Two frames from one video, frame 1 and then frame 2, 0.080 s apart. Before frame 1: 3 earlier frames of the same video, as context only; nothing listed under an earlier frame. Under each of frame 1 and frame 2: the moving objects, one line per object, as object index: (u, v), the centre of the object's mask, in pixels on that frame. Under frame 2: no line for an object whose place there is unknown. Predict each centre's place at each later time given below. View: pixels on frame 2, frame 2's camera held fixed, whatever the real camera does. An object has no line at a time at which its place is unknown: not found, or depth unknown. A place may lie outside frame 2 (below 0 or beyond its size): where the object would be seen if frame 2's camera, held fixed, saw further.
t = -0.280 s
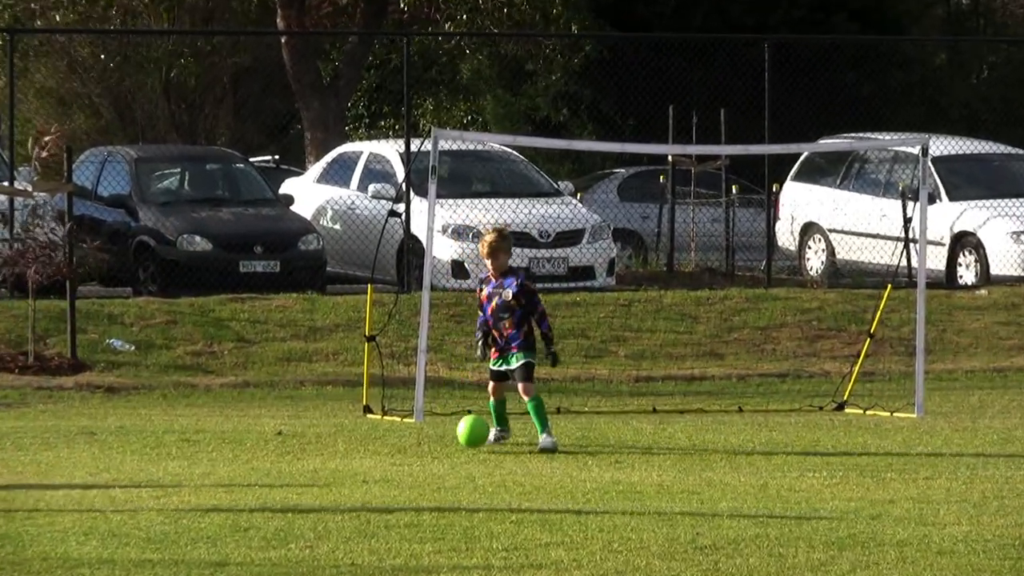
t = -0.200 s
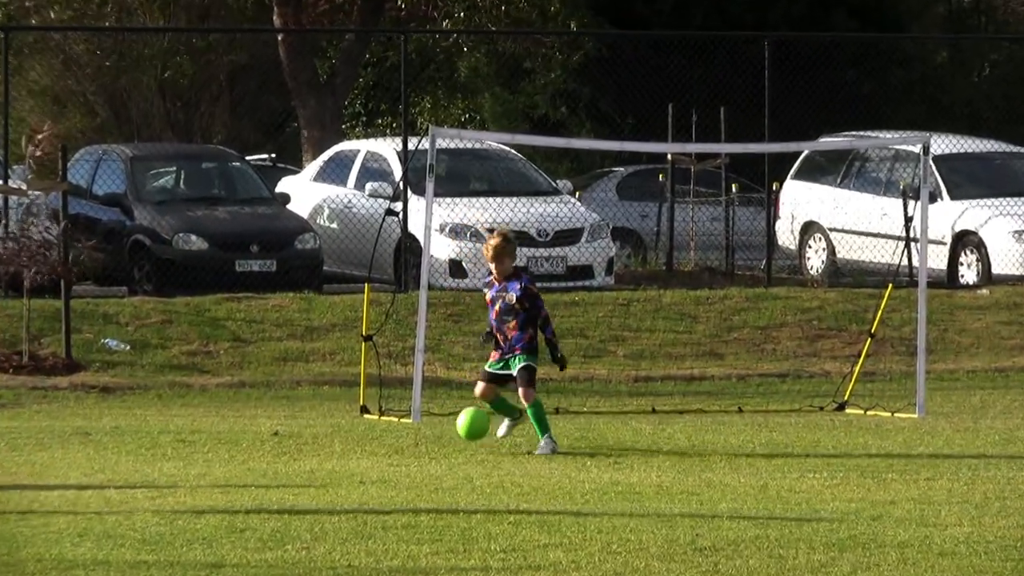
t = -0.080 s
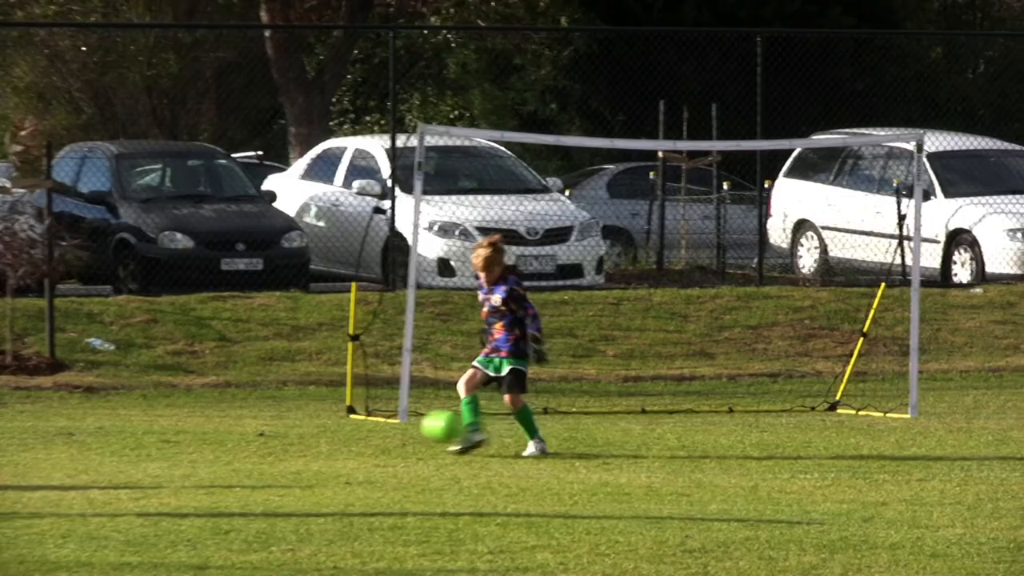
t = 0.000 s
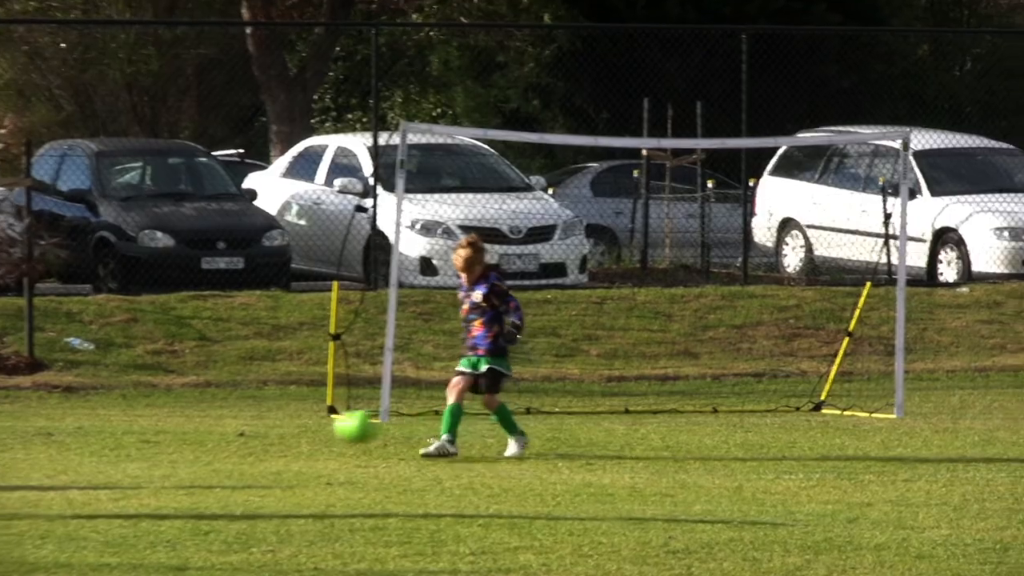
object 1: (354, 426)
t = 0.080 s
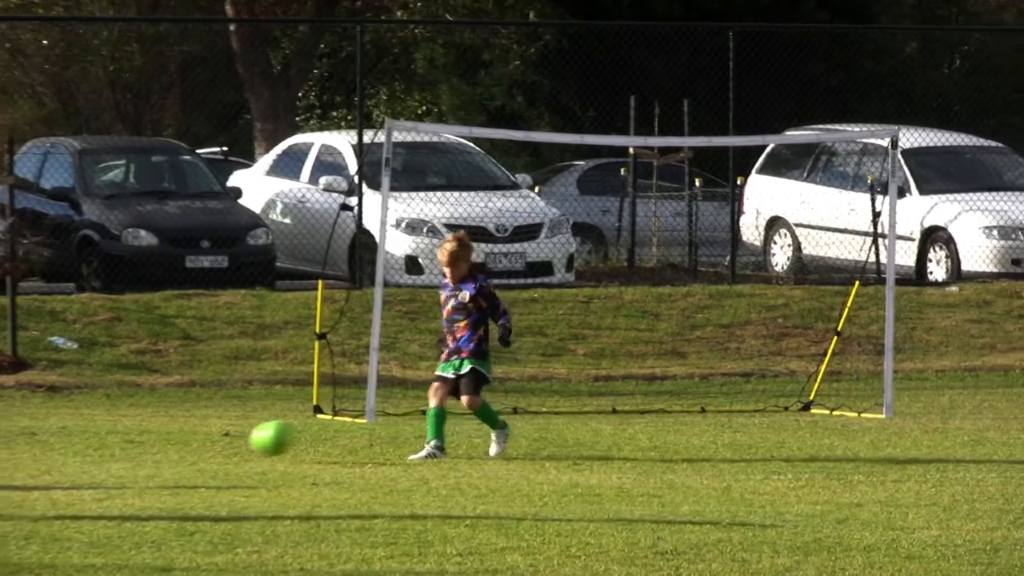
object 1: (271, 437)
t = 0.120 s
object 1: (237, 447)
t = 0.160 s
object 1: (214, 446)
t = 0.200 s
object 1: (192, 441)
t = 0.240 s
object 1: (170, 440)
